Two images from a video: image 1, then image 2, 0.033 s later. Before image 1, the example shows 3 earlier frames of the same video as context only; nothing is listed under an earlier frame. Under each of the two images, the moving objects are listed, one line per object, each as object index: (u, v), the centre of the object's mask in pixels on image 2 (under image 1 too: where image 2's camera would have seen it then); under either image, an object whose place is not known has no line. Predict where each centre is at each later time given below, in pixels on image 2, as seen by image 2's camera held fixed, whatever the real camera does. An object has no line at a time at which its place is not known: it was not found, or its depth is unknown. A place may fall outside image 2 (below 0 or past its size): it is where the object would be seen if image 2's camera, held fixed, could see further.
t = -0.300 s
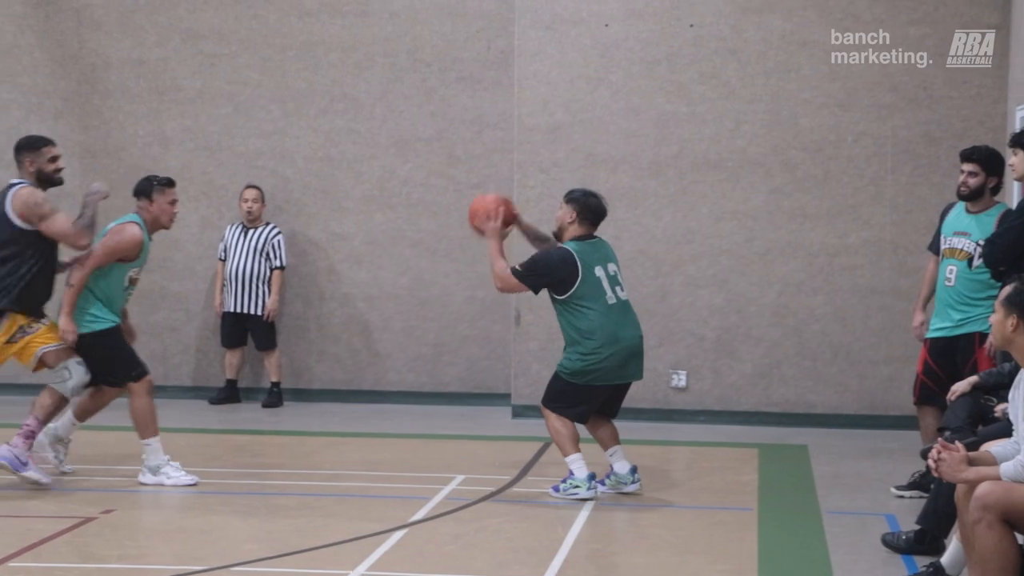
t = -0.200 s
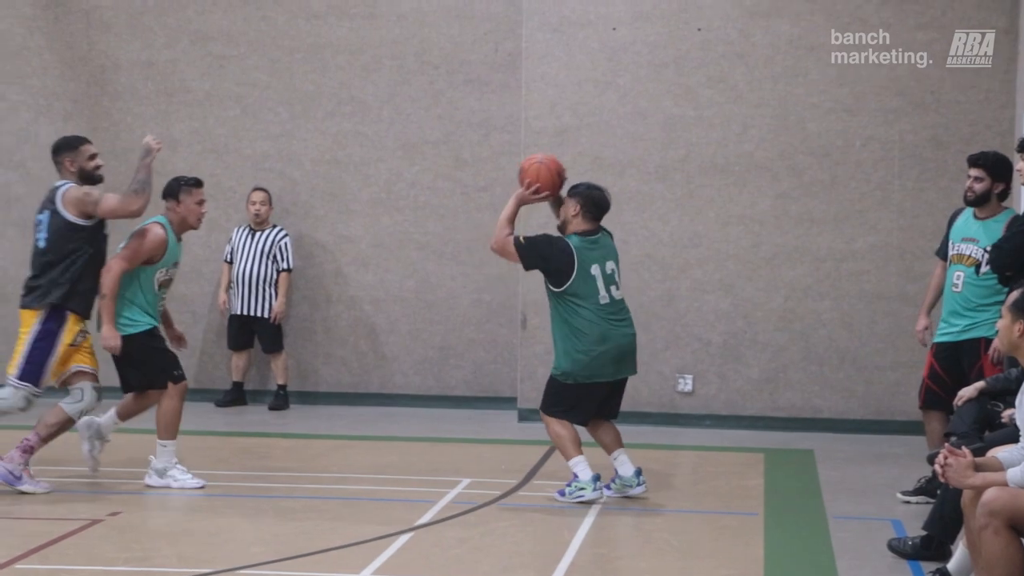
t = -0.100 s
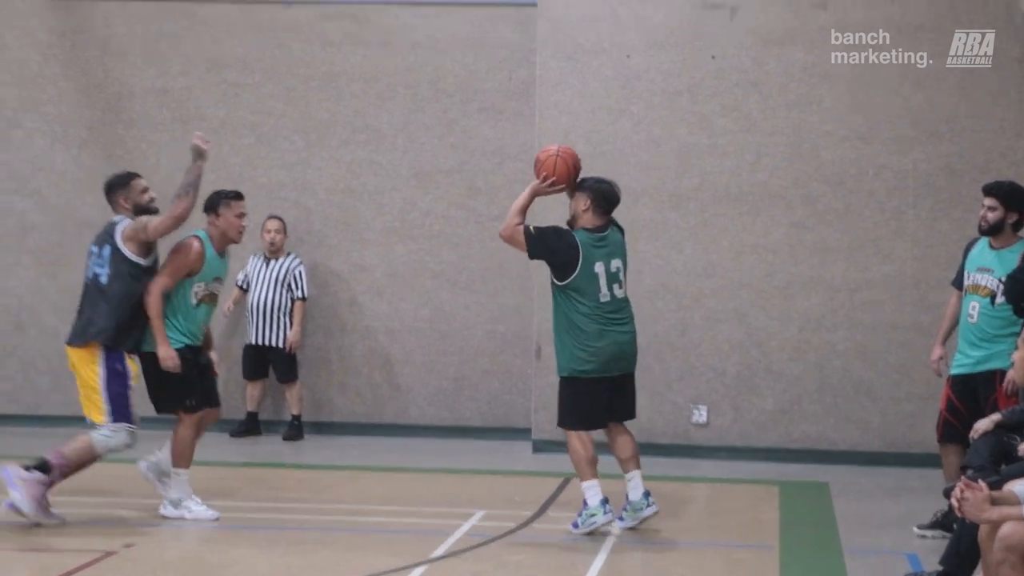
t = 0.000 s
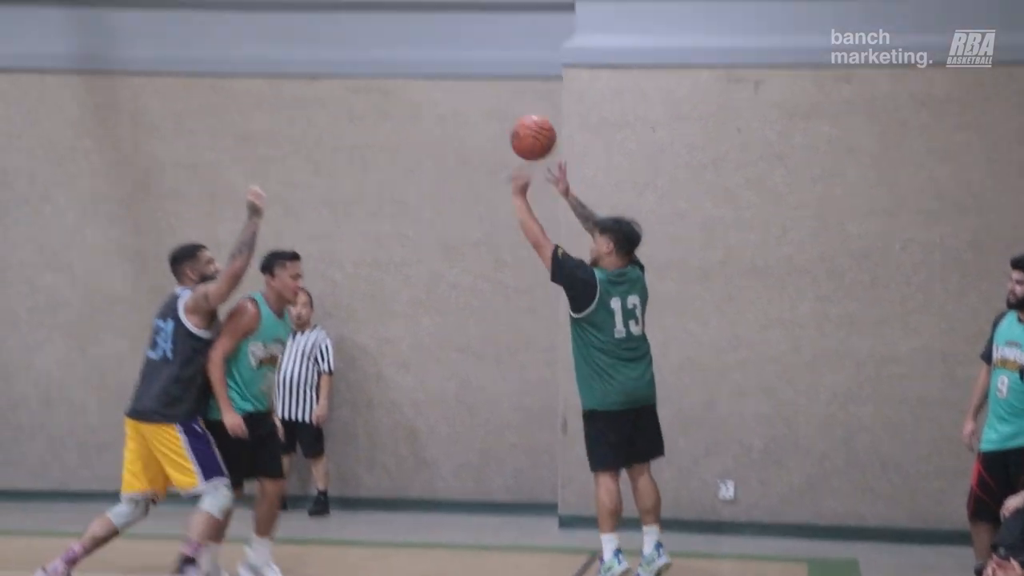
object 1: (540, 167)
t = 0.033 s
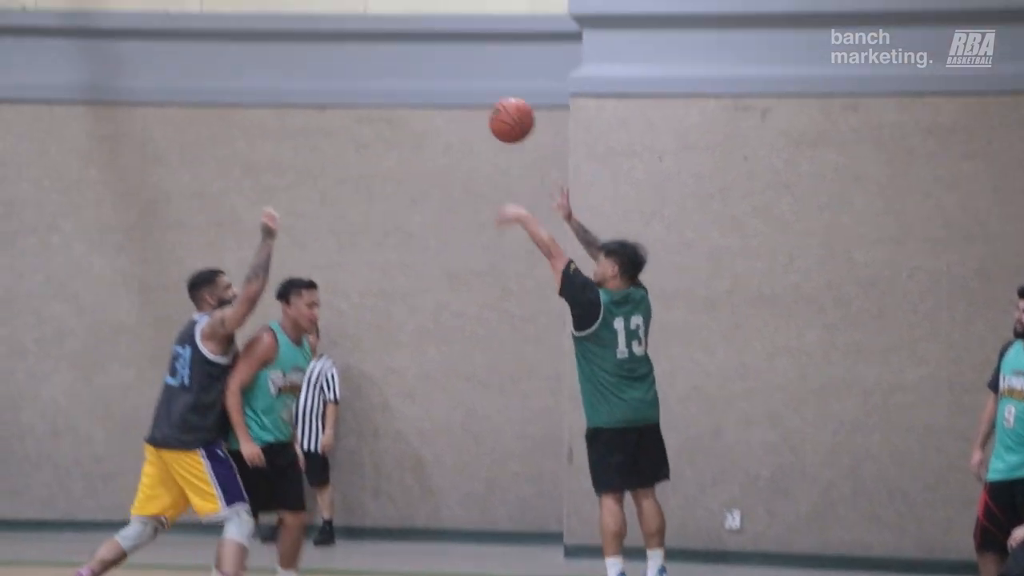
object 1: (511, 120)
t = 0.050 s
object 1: (497, 98)
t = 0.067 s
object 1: (483, 76)
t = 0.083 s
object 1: (468, 54)
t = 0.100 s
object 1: (454, 33)
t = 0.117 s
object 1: (440, 13)
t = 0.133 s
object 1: (425, -7)
